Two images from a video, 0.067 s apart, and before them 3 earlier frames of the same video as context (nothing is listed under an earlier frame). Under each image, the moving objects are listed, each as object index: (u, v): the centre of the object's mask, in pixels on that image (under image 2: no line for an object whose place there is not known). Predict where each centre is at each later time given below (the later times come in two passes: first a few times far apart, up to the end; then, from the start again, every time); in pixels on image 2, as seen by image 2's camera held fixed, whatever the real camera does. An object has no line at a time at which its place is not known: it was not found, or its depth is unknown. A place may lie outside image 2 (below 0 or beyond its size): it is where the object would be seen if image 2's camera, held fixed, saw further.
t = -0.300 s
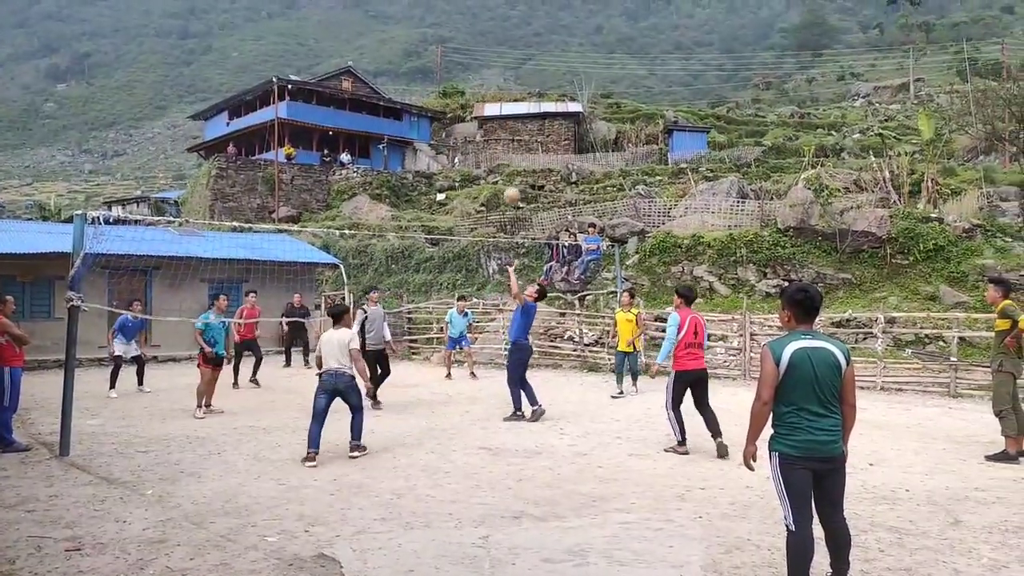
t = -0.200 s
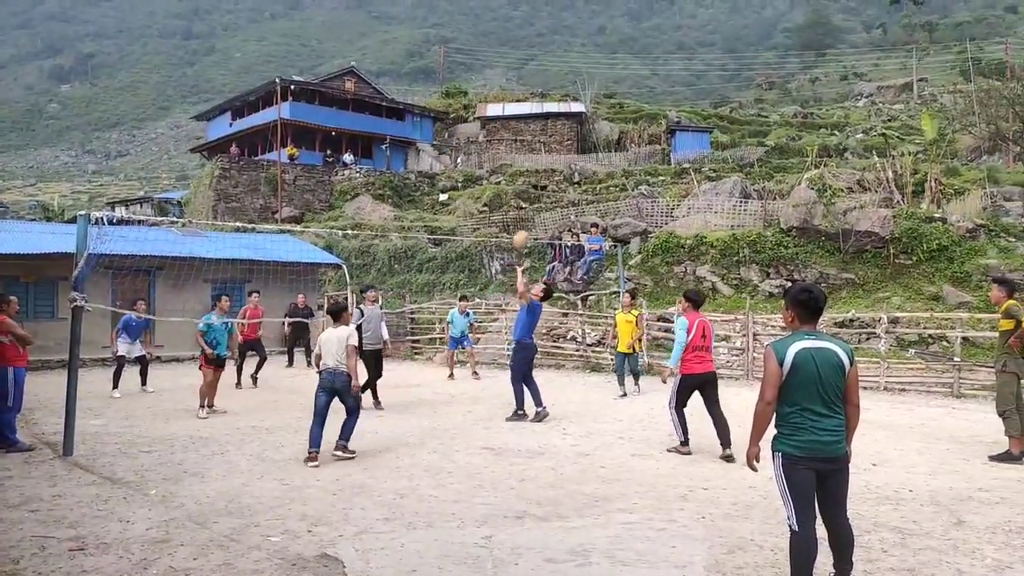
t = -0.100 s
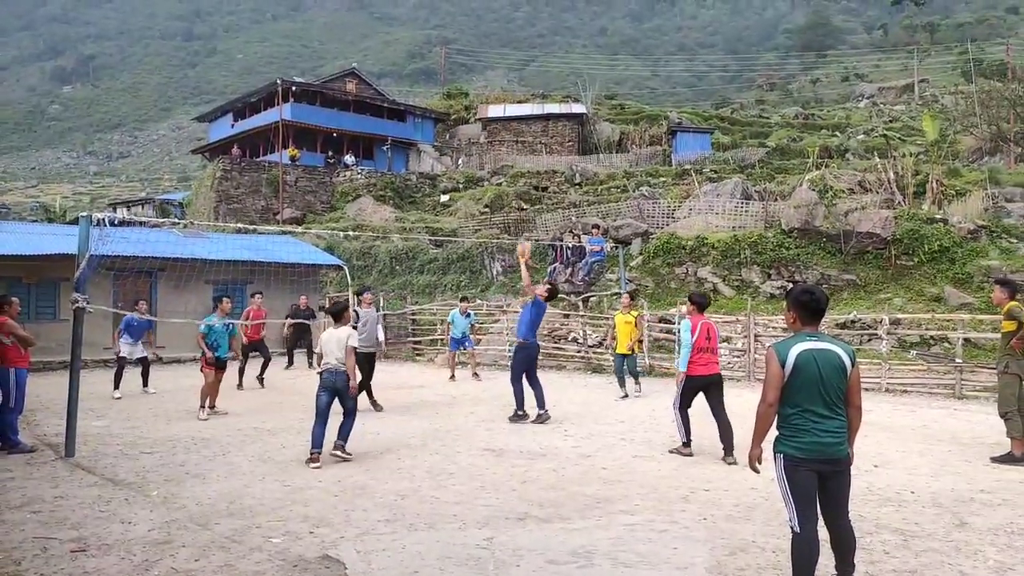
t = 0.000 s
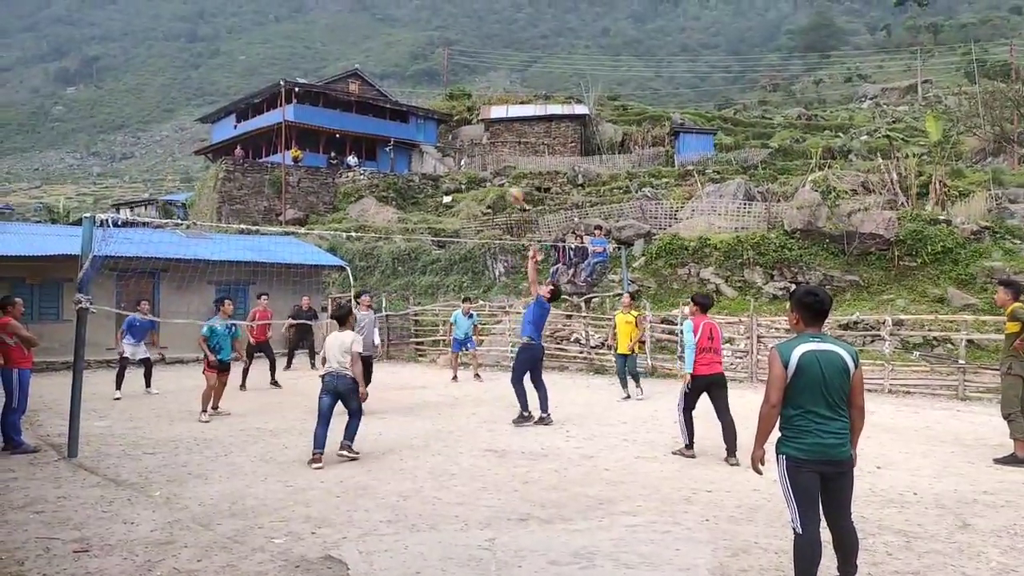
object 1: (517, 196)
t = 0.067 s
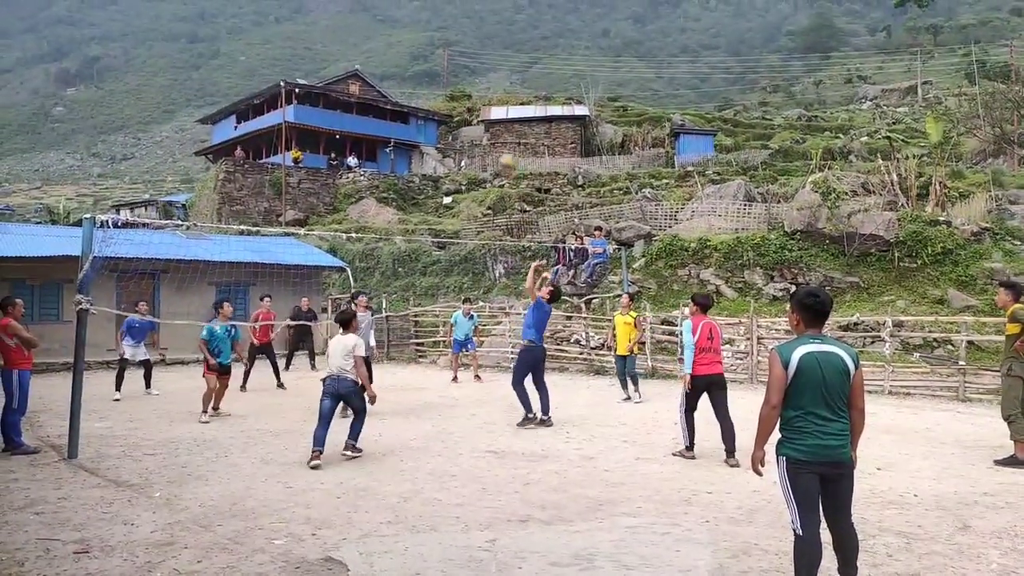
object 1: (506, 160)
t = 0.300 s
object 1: (477, 71)
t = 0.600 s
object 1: (437, 17)
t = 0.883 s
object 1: (396, 32)
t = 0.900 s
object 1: (394, 35)
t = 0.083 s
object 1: (505, 154)
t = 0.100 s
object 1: (503, 146)
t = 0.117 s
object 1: (501, 138)
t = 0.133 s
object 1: (498, 131)
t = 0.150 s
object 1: (497, 124)
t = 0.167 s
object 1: (494, 118)
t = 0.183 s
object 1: (492, 111)
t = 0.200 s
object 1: (490, 104)
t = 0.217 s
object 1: (488, 99)
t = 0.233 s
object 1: (486, 92)
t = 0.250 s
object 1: (484, 87)
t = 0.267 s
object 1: (482, 82)
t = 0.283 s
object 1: (480, 76)
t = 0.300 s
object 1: (477, 71)
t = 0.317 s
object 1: (475, 67)
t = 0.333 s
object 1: (473, 62)
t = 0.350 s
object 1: (470, 57)
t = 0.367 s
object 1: (468, 53)
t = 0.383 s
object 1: (466, 49)
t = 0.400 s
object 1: (464, 45)
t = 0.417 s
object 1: (462, 42)
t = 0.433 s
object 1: (459, 38)
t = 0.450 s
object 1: (457, 35)
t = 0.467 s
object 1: (455, 33)
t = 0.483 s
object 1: (453, 29)
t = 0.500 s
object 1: (451, 27)
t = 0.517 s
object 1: (448, 24)
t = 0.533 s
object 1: (446, 22)
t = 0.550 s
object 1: (443, 21)
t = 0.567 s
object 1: (441, 19)
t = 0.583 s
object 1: (439, 18)
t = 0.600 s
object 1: (437, 17)
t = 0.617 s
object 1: (434, 16)
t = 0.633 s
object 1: (432, 15)
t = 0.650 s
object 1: (430, 14)
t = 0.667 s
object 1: (427, 14)
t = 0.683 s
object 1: (425, 14)
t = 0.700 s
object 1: (423, 14)
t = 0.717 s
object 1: (420, 14)
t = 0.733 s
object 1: (418, 15)
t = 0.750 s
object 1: (416, 16)
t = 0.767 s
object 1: (413, 17)
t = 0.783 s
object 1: (411, 19)
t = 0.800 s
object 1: (409, 20)
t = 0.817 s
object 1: (406, 22)
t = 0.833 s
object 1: (404, 24)
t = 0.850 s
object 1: (401, 27)
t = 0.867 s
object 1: (398, 29)
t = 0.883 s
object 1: (396, 32)
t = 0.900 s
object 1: (394, 35)
